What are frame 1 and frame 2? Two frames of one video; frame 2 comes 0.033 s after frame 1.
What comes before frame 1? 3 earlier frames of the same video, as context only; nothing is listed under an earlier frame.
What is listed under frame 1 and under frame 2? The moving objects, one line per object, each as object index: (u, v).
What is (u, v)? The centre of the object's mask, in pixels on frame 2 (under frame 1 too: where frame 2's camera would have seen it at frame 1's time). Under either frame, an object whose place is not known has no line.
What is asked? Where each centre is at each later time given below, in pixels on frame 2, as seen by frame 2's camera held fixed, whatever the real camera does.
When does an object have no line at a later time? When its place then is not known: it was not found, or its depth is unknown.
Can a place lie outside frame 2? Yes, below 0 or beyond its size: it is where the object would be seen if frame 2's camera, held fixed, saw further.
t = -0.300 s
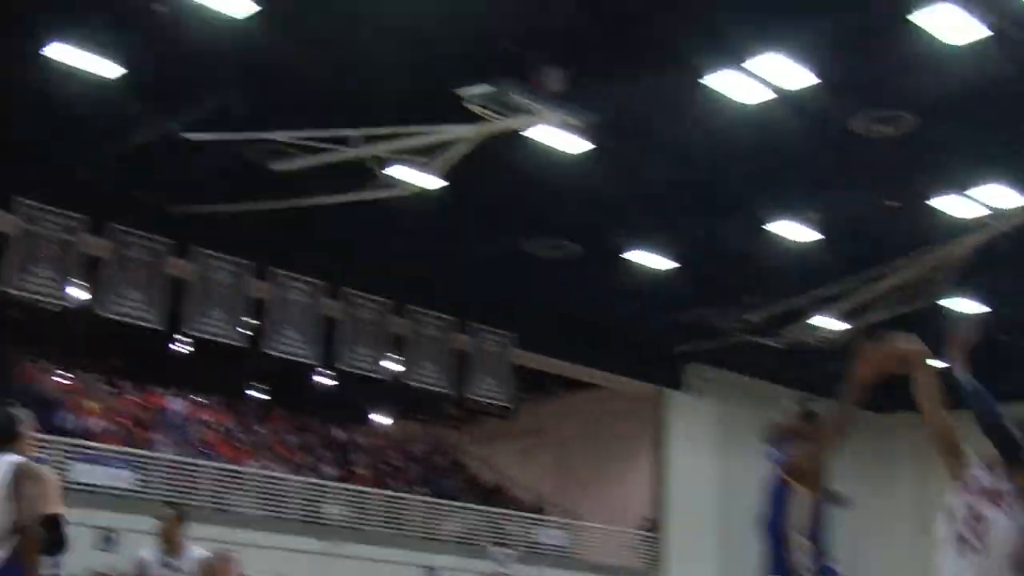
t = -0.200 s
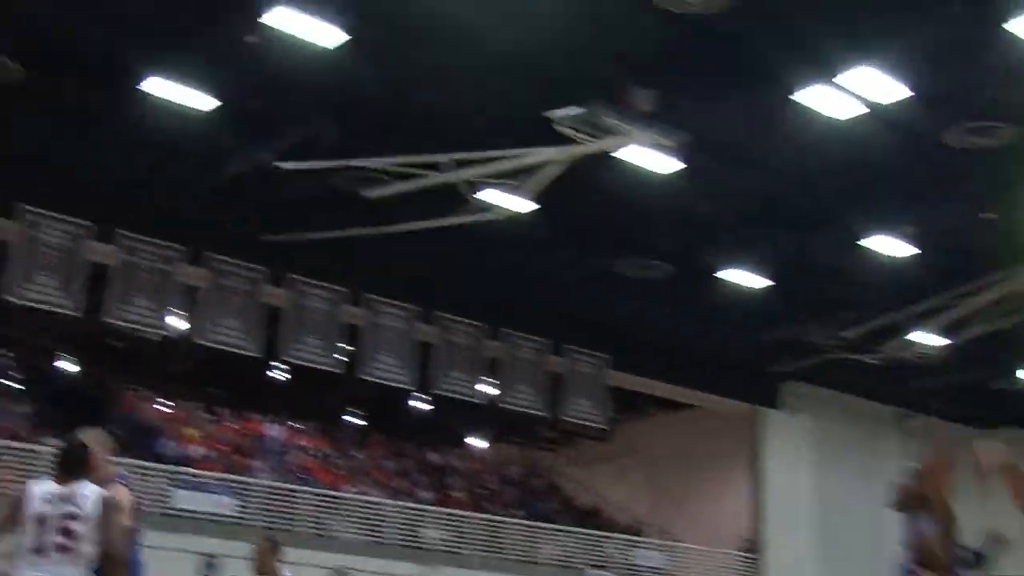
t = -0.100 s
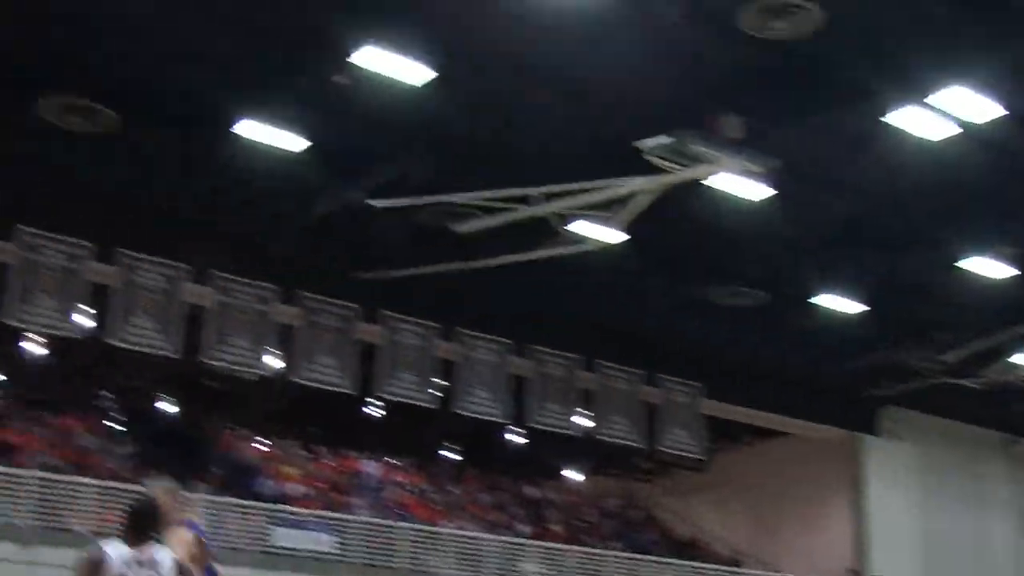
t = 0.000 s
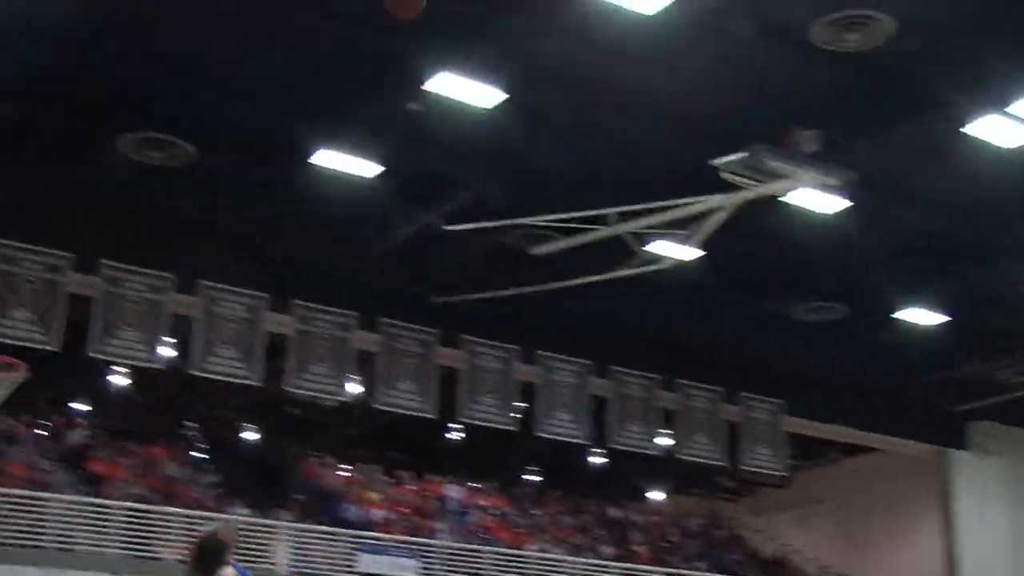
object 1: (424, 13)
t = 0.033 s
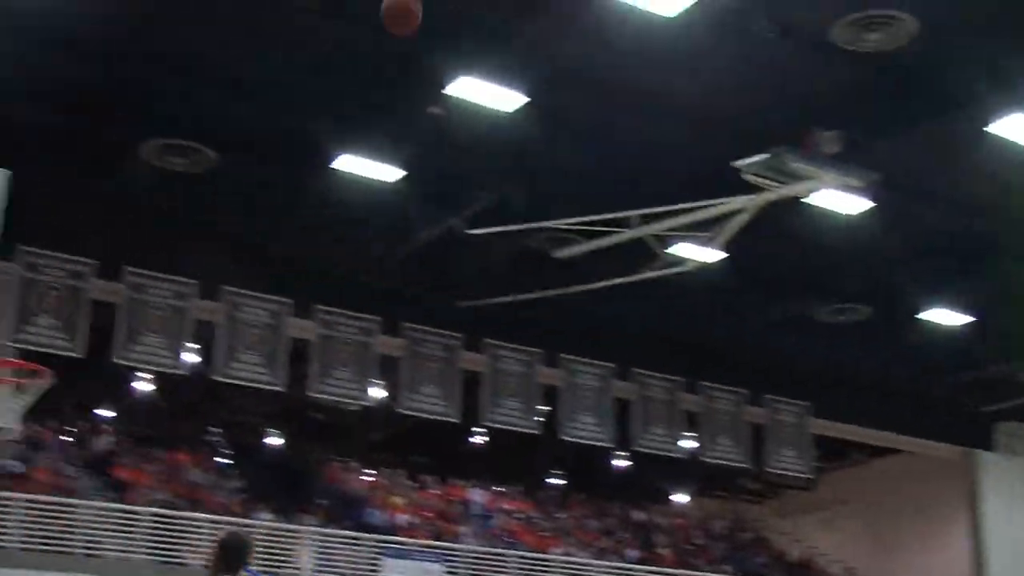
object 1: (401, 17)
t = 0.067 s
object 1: (378, 25)
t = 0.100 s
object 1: (354, 40)
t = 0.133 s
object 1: (332, 55)
